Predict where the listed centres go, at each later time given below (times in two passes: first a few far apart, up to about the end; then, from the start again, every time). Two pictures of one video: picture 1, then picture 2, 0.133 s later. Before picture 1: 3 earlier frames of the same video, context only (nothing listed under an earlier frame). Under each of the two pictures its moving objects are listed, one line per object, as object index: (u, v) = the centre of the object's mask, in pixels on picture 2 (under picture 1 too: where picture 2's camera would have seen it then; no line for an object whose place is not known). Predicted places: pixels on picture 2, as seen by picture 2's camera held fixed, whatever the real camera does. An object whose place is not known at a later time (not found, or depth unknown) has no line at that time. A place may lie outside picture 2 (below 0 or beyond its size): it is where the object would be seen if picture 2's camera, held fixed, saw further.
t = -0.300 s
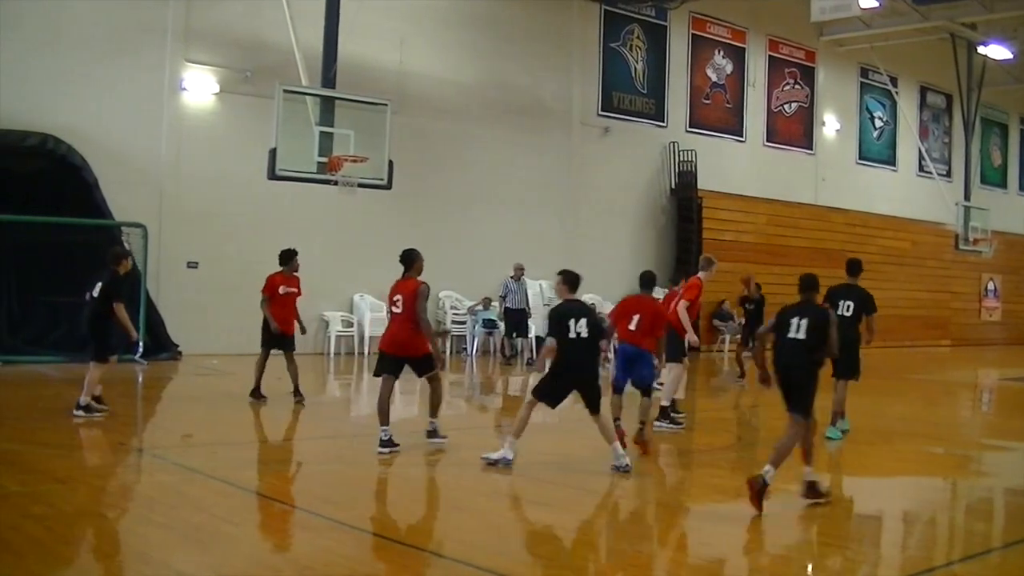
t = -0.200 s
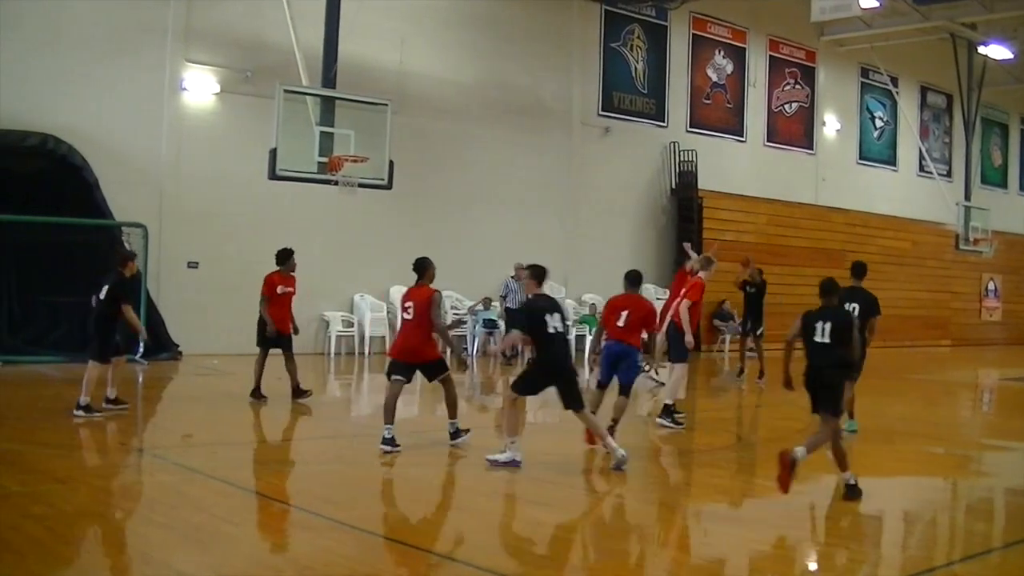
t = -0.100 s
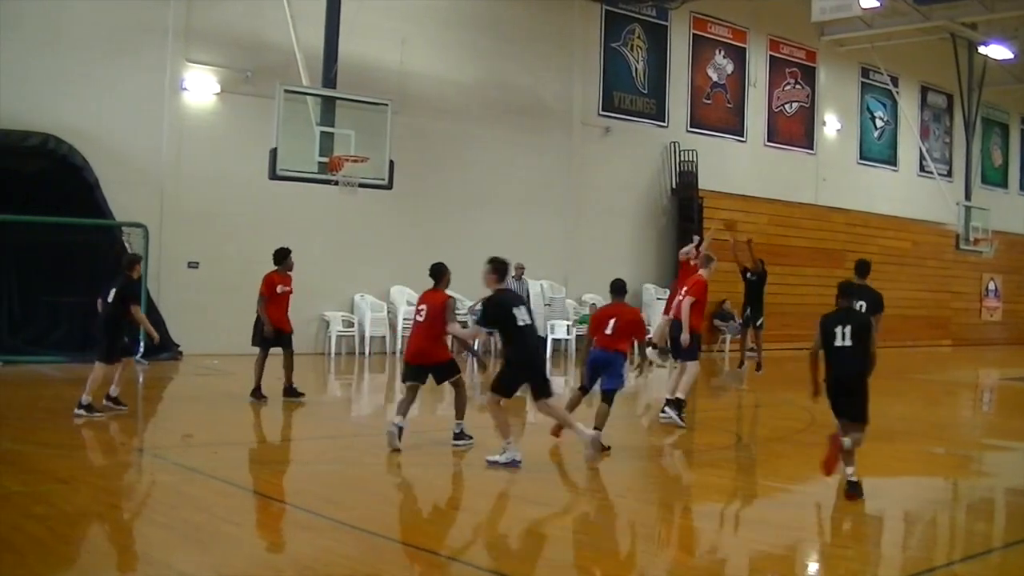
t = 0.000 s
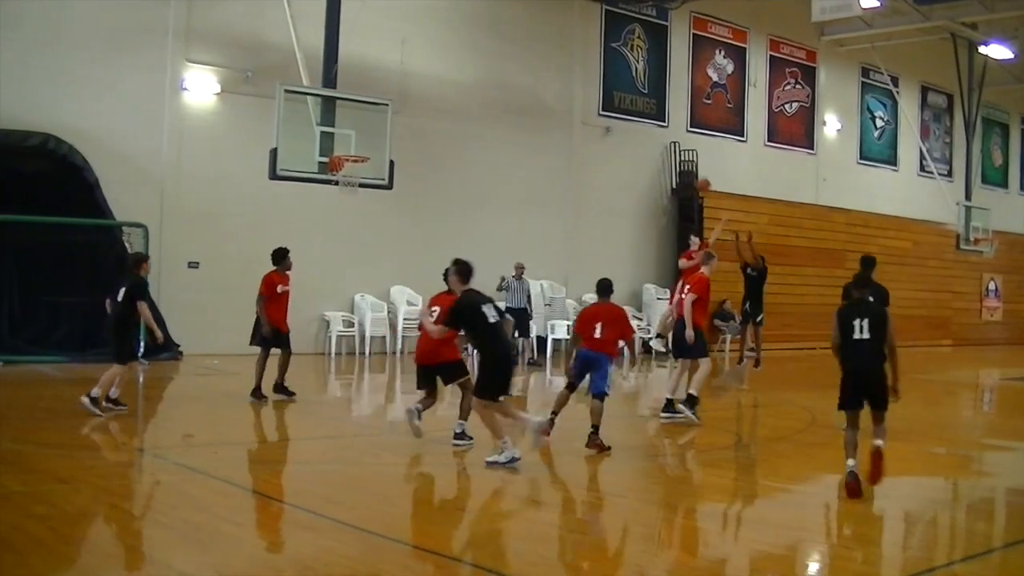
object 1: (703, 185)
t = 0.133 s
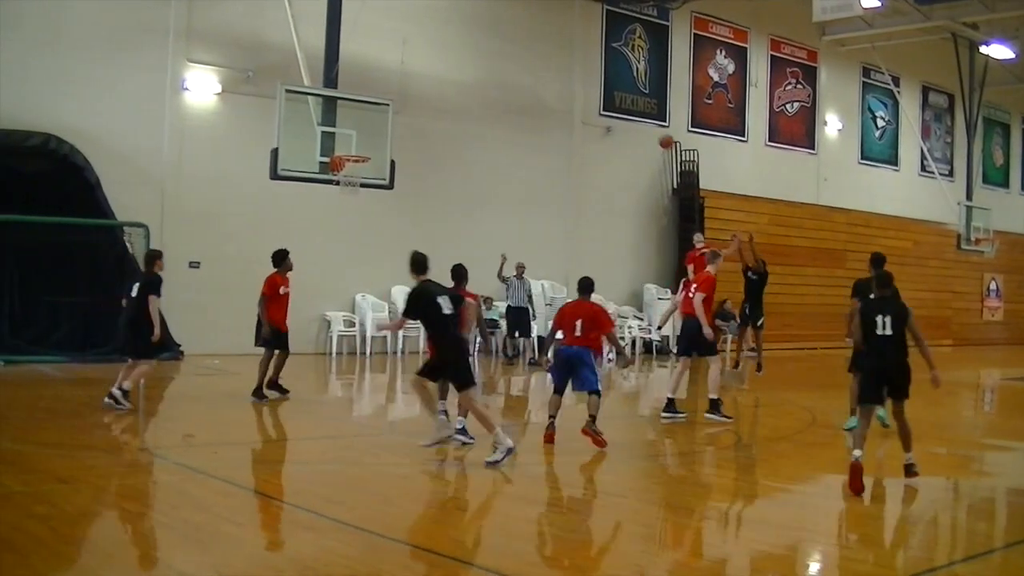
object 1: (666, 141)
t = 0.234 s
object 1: (636, 115)
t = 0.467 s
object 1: (567, 77)
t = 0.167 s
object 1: (657, 133)
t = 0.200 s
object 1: (647, 123)
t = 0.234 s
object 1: (636, 115)
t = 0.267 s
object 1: (629, 108)
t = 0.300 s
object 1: (617, 101)
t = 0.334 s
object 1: (608, 95)
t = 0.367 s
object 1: (597, 90)
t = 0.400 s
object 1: (587, 85)
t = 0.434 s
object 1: (577, 81)
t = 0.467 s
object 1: (567, 77)
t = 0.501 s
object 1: (557, 75)
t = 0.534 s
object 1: (547, 73)
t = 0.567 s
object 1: (537, 71)
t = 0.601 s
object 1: (527, 71)
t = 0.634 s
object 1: (517, 72)
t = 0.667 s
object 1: (507, 73)
